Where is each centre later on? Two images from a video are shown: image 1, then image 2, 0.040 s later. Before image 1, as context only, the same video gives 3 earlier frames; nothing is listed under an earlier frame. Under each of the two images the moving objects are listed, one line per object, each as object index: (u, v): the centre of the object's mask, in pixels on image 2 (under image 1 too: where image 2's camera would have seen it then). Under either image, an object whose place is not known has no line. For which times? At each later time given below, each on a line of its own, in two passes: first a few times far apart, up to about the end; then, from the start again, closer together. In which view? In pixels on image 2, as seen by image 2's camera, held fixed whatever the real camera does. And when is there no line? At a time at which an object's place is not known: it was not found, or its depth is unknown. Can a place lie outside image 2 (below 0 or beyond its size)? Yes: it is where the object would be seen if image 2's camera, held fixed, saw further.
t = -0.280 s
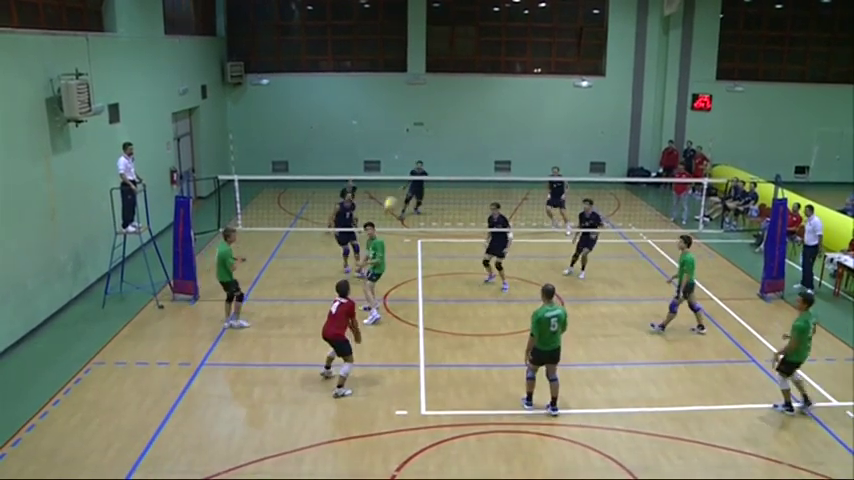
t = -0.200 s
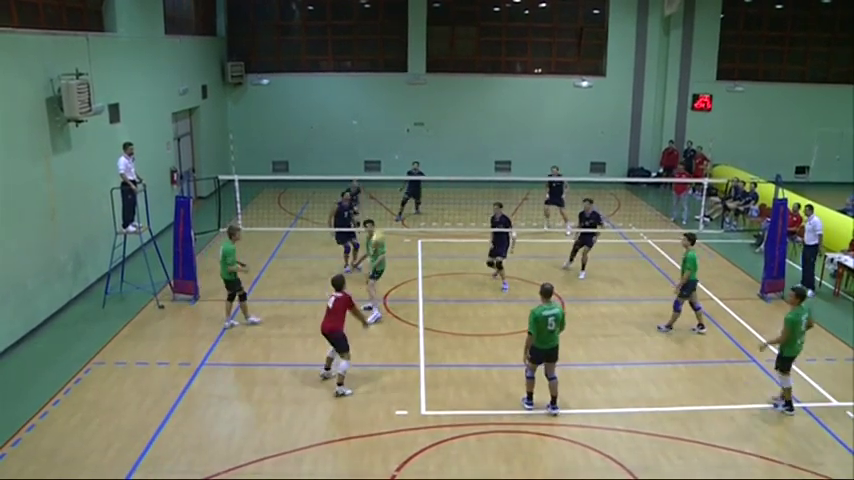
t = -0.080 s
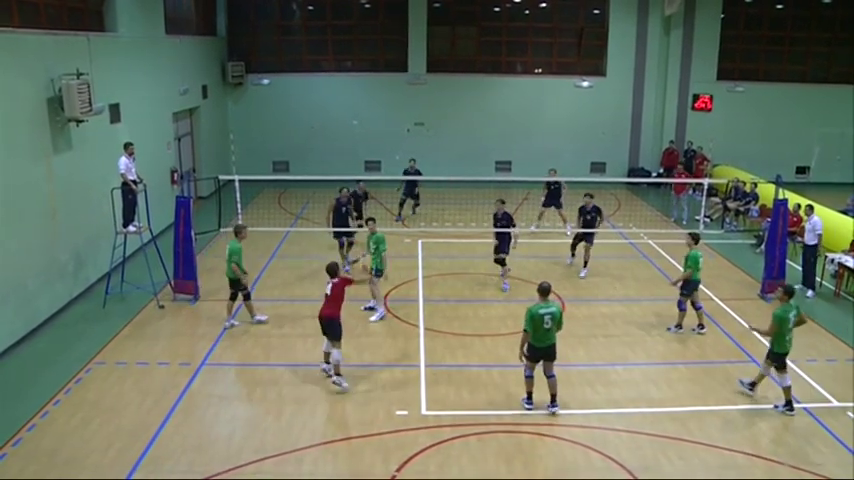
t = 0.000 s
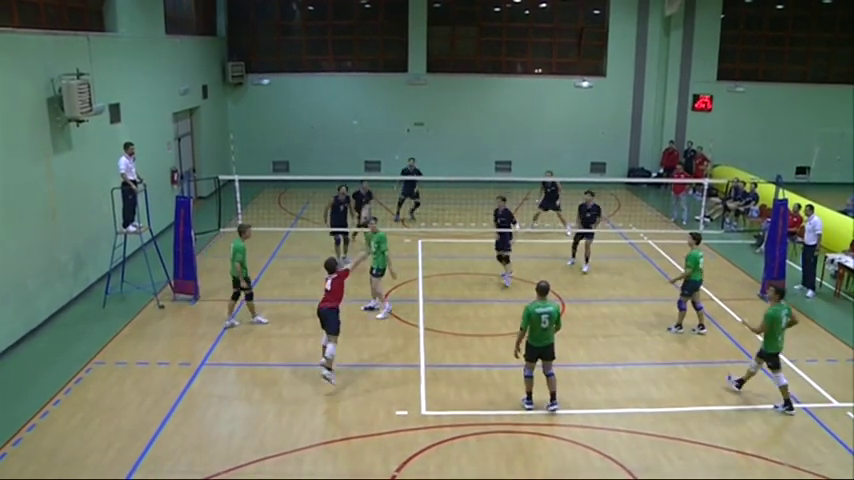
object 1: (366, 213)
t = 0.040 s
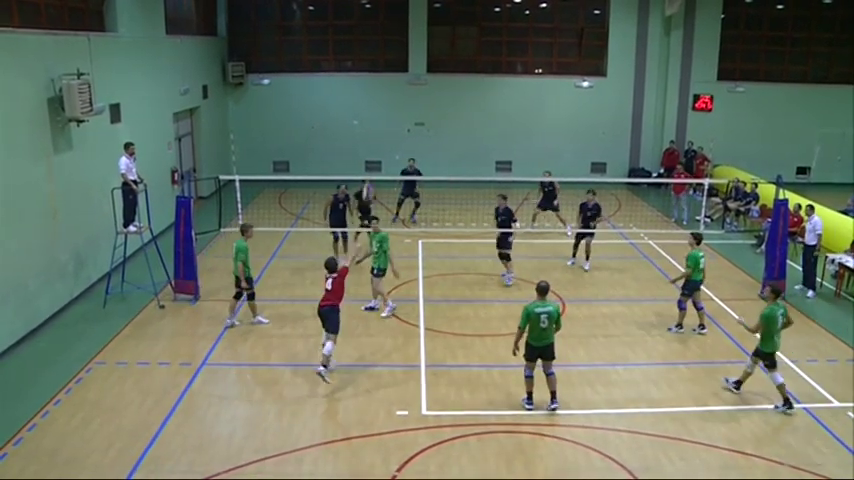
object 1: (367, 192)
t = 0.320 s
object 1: (377, 86)
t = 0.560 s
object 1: (384, 50)
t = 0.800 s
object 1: (387, 45)
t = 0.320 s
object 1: (377, 86)
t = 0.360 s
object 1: (377, 78)
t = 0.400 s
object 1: (380, 69)
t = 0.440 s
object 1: (380, 64)
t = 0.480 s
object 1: (382, 58)
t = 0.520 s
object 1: (383, 53)
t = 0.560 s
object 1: (384, 50)
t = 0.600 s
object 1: (384, 46)
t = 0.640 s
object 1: (385, 45)
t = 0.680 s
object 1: (386, 44)
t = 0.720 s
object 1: (386, 44)
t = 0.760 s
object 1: (387, 44)
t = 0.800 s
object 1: (387, 45)
